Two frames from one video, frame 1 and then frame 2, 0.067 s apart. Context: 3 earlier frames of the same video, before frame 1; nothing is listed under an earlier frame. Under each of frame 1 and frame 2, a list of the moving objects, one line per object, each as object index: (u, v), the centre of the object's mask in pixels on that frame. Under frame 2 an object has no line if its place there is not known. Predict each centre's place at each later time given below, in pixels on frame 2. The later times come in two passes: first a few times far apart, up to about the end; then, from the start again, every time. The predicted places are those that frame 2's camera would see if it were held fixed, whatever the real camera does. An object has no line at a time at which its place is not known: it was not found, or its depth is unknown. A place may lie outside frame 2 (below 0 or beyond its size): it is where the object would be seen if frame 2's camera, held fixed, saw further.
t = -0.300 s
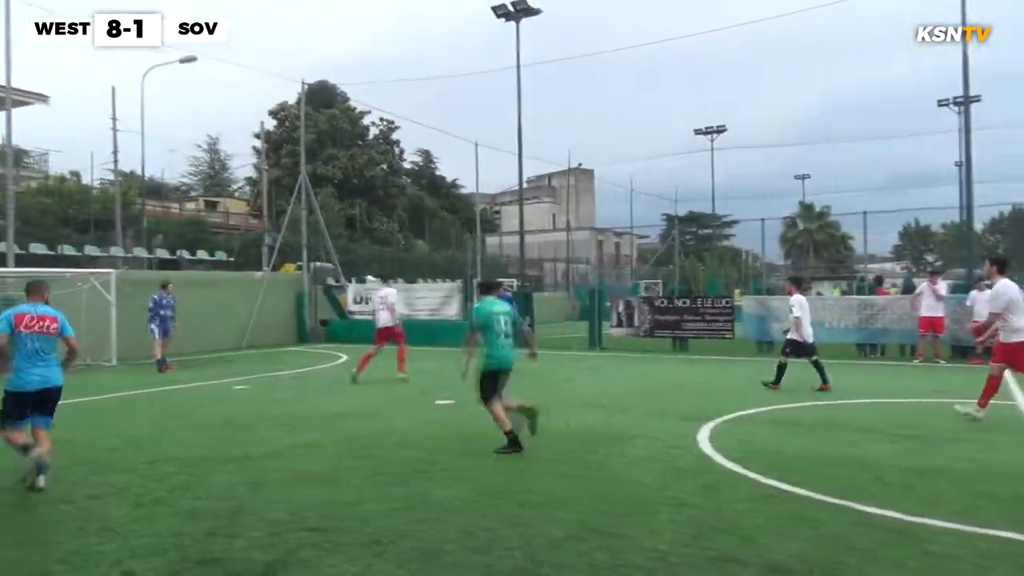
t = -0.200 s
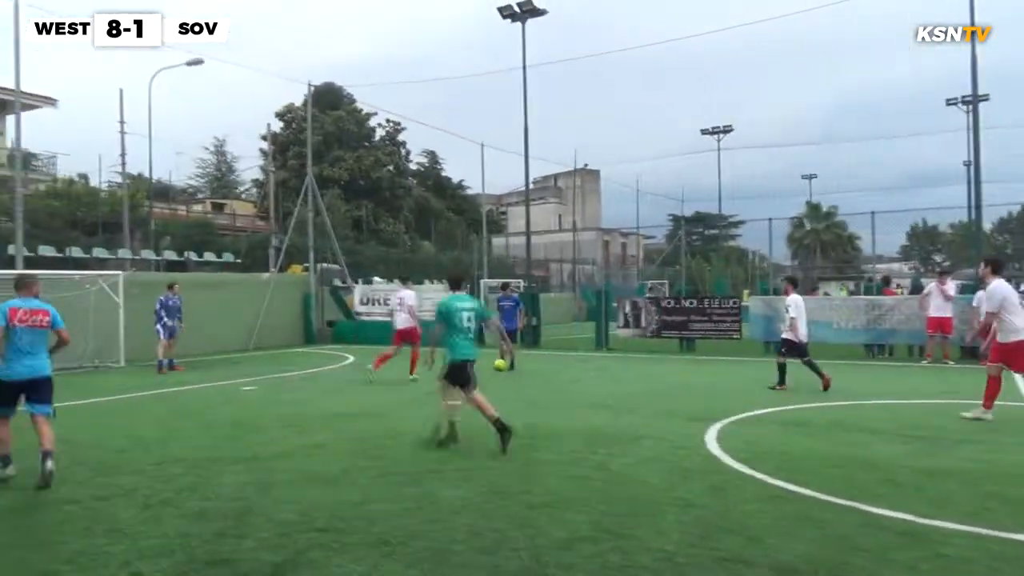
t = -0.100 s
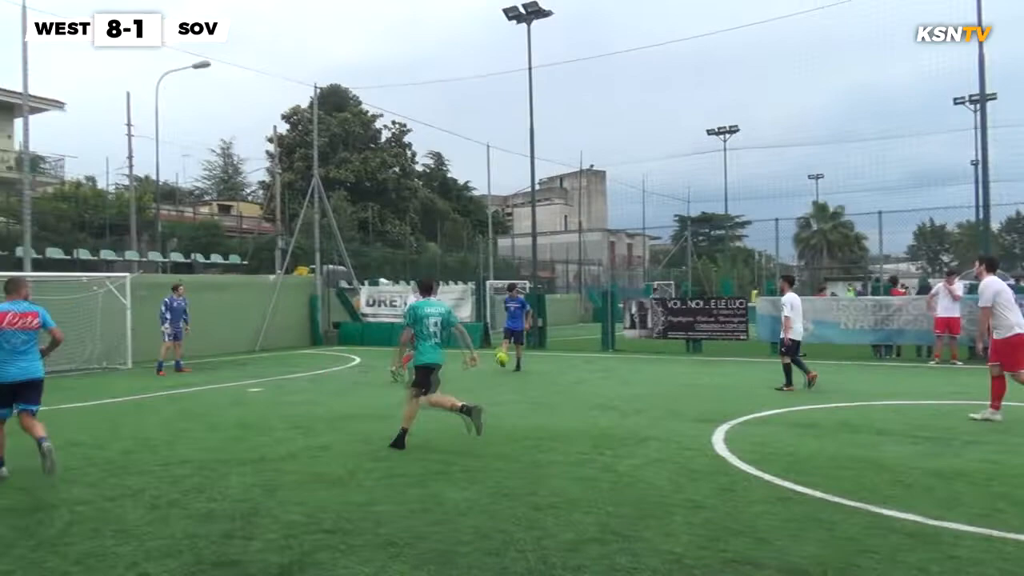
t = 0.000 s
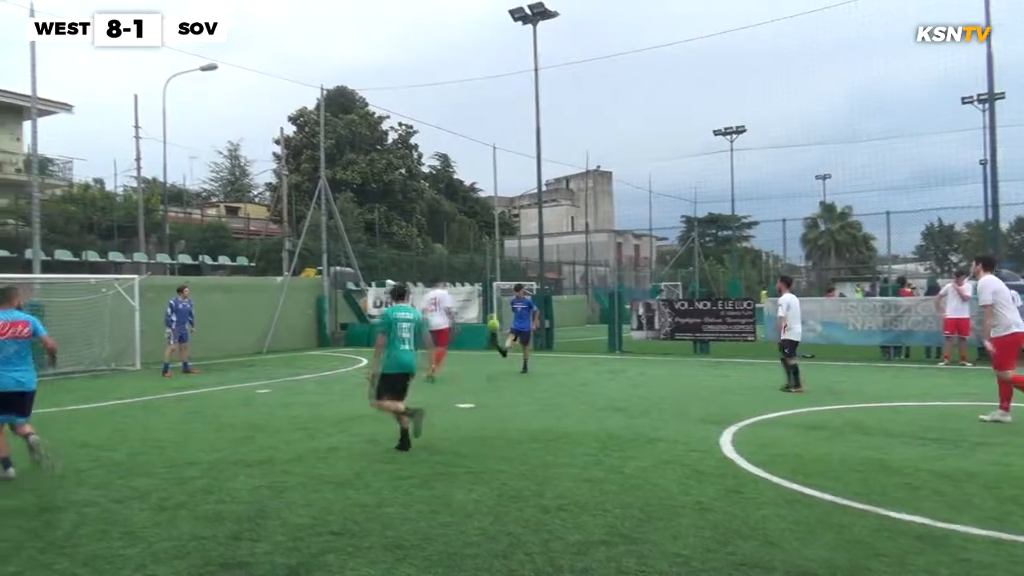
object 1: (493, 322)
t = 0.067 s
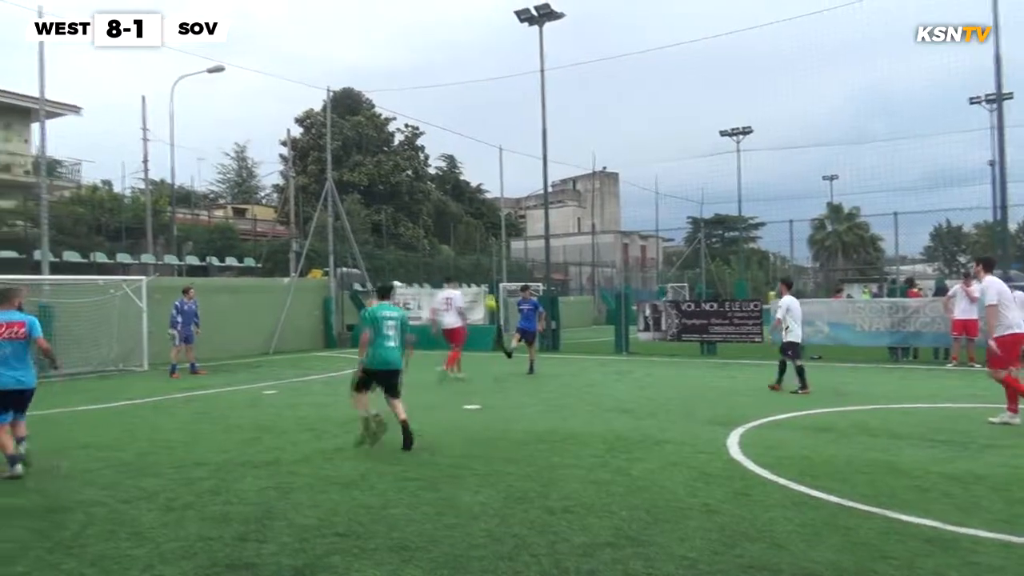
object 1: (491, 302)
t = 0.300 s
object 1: (451, 239)
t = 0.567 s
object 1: (400, 199)
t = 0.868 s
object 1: (335, 209)
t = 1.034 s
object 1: (294, 246)
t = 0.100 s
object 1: (485, 290)
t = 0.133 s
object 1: (479, 281)
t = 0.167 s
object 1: (473, 272)
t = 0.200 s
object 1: (467, 262)
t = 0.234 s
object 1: (462, 255)
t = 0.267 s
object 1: (457, 246)
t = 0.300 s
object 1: (451, 239)
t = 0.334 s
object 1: (445, 232)
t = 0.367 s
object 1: (439, 226)
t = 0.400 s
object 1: (433, 220)
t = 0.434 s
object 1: (426, 215)
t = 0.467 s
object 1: (421, 210)
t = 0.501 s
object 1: (414, 206)
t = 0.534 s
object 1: (406, 202)
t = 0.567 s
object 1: (400, 199)
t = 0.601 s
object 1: (393, 197)
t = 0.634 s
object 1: (386, 195)
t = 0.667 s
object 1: (380, 195)
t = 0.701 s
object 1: (372, 195)
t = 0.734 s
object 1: (364, 195)
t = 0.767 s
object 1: (358, 198)
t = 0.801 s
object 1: (351, 201)
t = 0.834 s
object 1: (343, 204)
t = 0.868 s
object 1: (335, 209)
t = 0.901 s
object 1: (327, 214)
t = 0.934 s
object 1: (319, 221)
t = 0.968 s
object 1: (311, 228)
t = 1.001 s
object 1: (303, 237)
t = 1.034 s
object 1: (294, 246)
